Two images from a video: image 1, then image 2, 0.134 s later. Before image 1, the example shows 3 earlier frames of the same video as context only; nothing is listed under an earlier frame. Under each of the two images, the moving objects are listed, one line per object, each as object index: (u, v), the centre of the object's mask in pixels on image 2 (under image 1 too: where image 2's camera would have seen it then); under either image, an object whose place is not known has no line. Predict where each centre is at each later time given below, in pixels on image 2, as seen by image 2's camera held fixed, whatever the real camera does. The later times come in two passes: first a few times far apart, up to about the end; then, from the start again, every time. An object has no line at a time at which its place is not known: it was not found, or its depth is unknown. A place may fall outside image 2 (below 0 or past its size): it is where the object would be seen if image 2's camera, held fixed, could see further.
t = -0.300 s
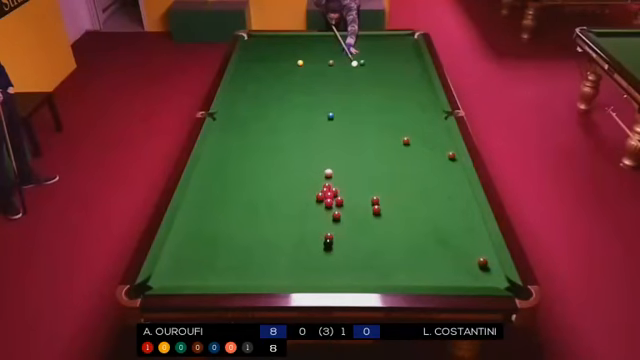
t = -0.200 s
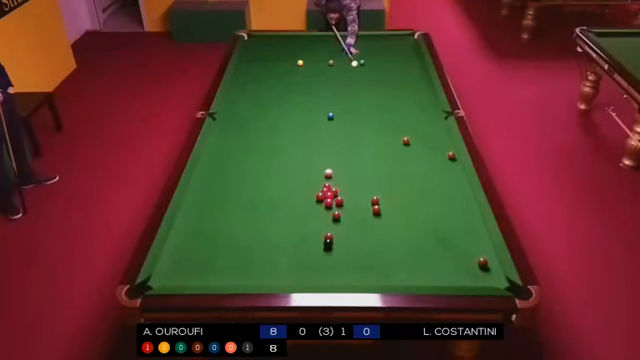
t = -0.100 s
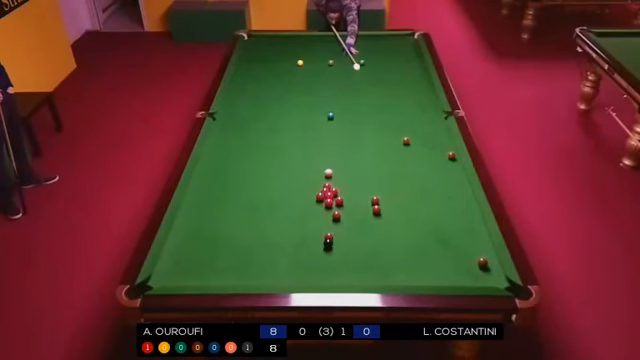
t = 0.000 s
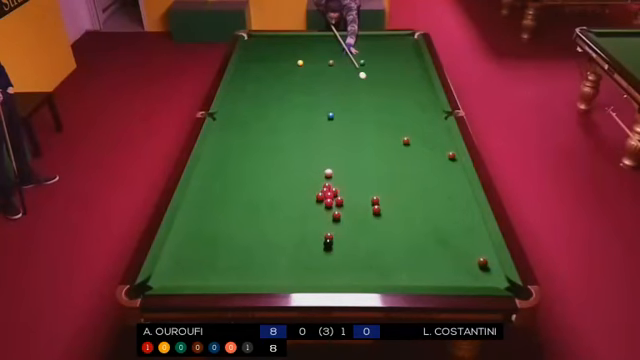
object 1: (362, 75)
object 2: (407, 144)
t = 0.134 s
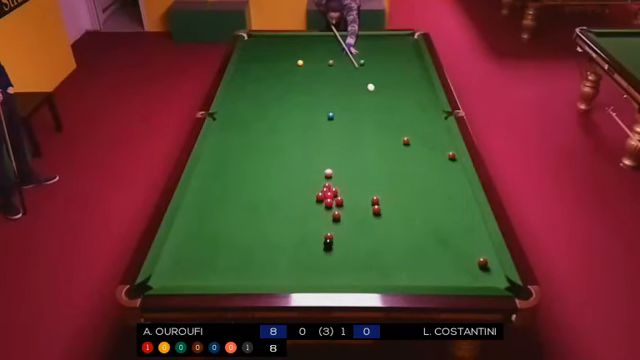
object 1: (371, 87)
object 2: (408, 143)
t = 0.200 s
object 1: (375, 93)
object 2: (406, 141)
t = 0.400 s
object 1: (390, 114)
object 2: (406, 141)
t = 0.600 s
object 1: (406, 136)
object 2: (406, 142)
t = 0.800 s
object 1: (422, 141)
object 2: (409, 165)
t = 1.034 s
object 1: (440, 148)
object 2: (411, 187)
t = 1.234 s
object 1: (452, 150)
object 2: (414, 209)
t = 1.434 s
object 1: (449, 150)
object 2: (417, 232)
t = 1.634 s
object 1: (443, 150)
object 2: (421, 258)
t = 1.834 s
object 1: (439, 149)
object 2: (423, 280)
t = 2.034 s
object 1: (435, 148)
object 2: (419, 262)
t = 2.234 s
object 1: (432, 148)
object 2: (414, 244)
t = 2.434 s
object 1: (429, 148)
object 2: (410, 229)
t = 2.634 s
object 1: (427, 147)
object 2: (407, 214)
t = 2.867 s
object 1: (425, 147)
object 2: (403, 200)
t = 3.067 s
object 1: (424, 147)
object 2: (400, 190)
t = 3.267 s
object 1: (424, 147)
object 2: (397, 180)
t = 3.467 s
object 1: (424, 147)
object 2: (395, 171)
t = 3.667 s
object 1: (424, 147)
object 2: (393, 163)
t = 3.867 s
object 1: (424, 147)
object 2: (391, 155)
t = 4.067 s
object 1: (424, 147)
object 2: (389, 148)
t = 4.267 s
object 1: (424, 147)
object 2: (387, 142)
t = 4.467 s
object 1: (424, 147)
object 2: (386, 136)
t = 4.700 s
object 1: (424, 147)
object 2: (384, 130)
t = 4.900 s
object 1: (424, 147)
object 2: (383, 126)
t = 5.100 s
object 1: (424, 147)
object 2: (382, 122)
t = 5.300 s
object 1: (424, 147)
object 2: (380, 118)
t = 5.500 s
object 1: (424, 147)
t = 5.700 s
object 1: (424, 147)
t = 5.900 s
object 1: (424, 147)
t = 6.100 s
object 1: (424, 147)
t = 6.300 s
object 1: (424, 147)
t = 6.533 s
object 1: (424, 147)
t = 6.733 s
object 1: (424, 147)
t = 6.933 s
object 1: (424, 147)
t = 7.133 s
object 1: (424, 147)
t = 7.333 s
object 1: (424, 147)
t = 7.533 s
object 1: (424, 147)
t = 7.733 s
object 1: (424, 147)
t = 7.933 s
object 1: (424, 147)
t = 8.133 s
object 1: (424, 147)
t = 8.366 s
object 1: (424, 147)
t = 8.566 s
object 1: (424, 147)
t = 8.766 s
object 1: (424, 147)
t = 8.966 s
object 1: (424, 147)
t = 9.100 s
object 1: (424, 147)
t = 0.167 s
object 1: (373, 90)
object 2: (406, 141)
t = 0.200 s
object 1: (375, 93)
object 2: (406, 141)
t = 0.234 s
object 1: (377, 96)
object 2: (406, 141)
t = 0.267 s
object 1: (380, 100)
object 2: (406, 141)
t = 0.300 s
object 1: (382, 103)
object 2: (406, 141)
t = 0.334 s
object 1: (384, 107)
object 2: (406, 141)
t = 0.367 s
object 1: (387, 110)
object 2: (406, 141)
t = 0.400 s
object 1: (390, 114)
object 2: (406, 141)
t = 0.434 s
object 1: (392, 118)
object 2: (406, 141)
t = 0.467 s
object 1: (395, 122)
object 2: (406, 141)
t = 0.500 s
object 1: (398, 126)
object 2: (406, 141)
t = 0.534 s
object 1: (400, 129)
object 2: (406, 141)
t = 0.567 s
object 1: (403, 133)
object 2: (406, 141)
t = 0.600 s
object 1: (406, 136)
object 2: (406, 142)
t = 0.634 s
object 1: (409, 136)
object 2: (407, 146)
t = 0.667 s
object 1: (411, 137)
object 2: (407, 150)
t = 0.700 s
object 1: (414, 138)
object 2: (407, 154)
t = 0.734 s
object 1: (416, 139)
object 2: (408, 158)
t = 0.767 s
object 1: (419, 140)
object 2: (408, 161)
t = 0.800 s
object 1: (422, 141)
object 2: (409, 165)
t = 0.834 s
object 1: (424, 142)
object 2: (409, 167)
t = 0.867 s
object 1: (427, 143)
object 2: (409, 171)
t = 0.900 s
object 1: (430, 144)
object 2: (410, 174)
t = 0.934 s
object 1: (433, 145)
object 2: (410, 177)
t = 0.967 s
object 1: (435, 146)
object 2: (410, 180)
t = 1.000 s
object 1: (438, 147)
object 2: (411, 184)
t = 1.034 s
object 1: (440, 148)
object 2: (411, 187)
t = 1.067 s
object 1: (443, 150)
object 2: (412, 191)
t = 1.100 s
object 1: (446, 151)
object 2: (412, 194)
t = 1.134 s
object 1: (447, 150)
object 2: (413, 198)
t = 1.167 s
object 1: (449, 150)
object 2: (413, 201)
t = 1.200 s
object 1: (450, 151)
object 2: (414, 205)
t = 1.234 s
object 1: (452, 150)
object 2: (414, 209)
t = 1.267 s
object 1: (453, 151)
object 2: (415, 212)
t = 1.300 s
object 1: (453, 151)
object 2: (415, 216)
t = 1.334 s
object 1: (452, 151)
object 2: (416, 220)
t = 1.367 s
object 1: (451, 150)
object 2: (416, 224)
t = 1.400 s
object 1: (450, 150)
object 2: (417, 228)
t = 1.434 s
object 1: (449, 150)
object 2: (417, 232)
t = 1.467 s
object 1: (448, 150)
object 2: (418, 236)
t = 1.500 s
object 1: (447, 150)
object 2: (419, 241)
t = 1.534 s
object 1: (446, 150)
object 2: (419, 245)
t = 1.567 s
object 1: (445, 150)
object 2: (420, 249)
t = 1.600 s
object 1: (444, 150)
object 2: (421, 254)
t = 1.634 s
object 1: (443, 150)
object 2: (421, 258)
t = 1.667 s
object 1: (443, 149)
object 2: (422, 263)
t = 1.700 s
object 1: (442, 149)
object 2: (422, 268)
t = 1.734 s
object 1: (441, 149)
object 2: (423, 273)
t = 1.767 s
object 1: (440, 149)
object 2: (423, 277)
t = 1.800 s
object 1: (440, 149)
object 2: (424, 280)
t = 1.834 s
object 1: (439, 149)
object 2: (423, 280)
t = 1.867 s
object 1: (438, 149)
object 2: (423, 277)
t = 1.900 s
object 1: (437, 149)
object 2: (422, 274)
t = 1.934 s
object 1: (437, 149)
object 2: (421, 271)
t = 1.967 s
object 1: (436, 149)
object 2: (420, 267)
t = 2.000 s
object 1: (436, 149)
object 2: (420, 265)
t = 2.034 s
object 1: (435, 148)
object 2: (419, 262)
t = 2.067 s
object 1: (434, 148)
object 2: (418, 259)
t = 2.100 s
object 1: (434, 148)
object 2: (417, 256)
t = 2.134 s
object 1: (433, 148)
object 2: (417, 252)
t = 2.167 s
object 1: (433, 148)
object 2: (416, 250)
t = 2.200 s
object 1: (432, 148)
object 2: (415, 247)
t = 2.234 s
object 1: (432, 148)
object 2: (414, 244)
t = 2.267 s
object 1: (431, 148)
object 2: (413, 241)
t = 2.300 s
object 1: (430, 148)
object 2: (413, 239)
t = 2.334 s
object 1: (430, 148)
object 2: (412, 236)
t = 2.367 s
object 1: (430, 148)
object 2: (411, 234)
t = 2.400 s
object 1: (429, 148)
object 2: (411, 231)
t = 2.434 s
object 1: (429, 148)
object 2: (410, 229)
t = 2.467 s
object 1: (428, 148)
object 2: (410, 226)
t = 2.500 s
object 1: (428, 148)
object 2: (409, 223)
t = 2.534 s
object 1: (428, 147)
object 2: (408, 221)
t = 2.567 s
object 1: (427, 148)
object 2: (408, 219)
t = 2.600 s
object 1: (427, 147)
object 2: (407, 217)
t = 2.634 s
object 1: (427, 147)
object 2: (407, 214)
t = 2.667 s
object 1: (426, 147)
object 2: (406, 212)
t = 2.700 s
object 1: (426, 147)
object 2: (405, 210)
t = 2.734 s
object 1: (426, 147)
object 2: (405, 208)
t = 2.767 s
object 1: (426, 148)
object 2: (404, 206)
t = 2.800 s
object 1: (425, 147)
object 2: (404, 204)
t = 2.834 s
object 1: (425, 147)
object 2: (403, 202)
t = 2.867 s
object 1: (425, 147)
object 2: (403, 200)
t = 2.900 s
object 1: (425, 147)
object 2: (402, 198)
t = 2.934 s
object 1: (424, 147)
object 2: (402, 197)
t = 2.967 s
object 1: (424, 147)
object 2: (401, 195)
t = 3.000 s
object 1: (424, 147)
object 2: (401, 193)
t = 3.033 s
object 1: (424, 147)
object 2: (400, 191)
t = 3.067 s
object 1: (424, 147)
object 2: (400, 190)
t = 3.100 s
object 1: (424, 147)
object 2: (399, 188)
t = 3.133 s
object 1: (424, 147)
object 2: (399, 186)
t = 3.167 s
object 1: (424, 147)
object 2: (398, 185)
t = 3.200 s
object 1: (424, 147)
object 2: (398, 183)
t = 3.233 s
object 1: (424, 147)
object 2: (398, 182)
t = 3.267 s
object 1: (424, 147)
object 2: (397, 180)
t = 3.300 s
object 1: (424, 147)
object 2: (397, 179)
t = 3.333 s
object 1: (424, 147)
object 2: (396, 177)
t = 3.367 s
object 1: (424, 147)
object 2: (396, 175)
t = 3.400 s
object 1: (424, 147)
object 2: (395, 174)
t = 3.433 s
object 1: (424, 147)
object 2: (395, 173)
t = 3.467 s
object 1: (424, 147)
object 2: (395, 171)
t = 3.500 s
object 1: (424, 147)
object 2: (394, 170)
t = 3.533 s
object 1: (424, 147)
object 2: (394, 168)
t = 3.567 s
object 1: (424, 147)
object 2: (394, 167)
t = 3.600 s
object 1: (424, 147)
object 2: (393, 166)
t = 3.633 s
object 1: (424, 147)
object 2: (393, 164)
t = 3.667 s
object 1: (424, 147)
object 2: (393, 163)
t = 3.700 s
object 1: (424, 147)
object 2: (392, 161)
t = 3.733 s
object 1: (424, 147)
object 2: (392, 160)
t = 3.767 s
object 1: (424, 147)
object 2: (392, 159)
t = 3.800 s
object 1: (424, 147)
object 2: (391, 158)
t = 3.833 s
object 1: (424, 147)
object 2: (391, 157)
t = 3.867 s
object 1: (424, 147)
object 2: (391, 155)
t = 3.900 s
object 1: (424, 147)
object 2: (390, 154)
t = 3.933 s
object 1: (424, 147)
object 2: (390, 153)
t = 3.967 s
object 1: (424, 147)
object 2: (390, 152)
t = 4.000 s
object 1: (424, 147)
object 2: (390, 151)
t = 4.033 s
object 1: (424, 147)
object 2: (389, 150)
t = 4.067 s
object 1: (424, 147)
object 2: (389, 148)
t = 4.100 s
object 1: (424, 147)
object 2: (389, 147)
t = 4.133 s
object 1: (424, 147)
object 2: (388, 146)
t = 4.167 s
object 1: (424, 147)
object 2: (388, 145)
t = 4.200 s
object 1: (424, 147)
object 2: (388, 144)
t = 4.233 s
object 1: (424, 147)
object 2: (388, 143)
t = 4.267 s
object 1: (424, 147)
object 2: (387, 142)
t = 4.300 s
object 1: (424, 147)
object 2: (387, 141)
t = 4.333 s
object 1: (424, 147)
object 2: (387, 140)
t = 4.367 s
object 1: (424, 147)
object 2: (387, 139)
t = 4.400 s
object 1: (424, 147)
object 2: (386, 138)
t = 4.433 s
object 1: (424, 147)
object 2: (386, 137)
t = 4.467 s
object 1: (424, 147)
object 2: (386, 136)
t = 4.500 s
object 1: (424, 147)
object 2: (386, 135)
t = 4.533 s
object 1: (424, 147)
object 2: (385, 135)
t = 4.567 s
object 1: (424, 147)
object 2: (385, 134)
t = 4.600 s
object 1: (424, 147)
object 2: (385, 133)
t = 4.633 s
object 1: (424, 147)
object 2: (385, 132)
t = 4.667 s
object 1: (424, 147)
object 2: (384, 131)
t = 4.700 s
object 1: (424, 147)
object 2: (384, 130)
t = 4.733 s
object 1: (424, 147)
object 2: (384, 129)
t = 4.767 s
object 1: (424, 147)
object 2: (384, 129)
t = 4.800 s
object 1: (424, 147)
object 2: (383, 128)
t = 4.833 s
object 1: (424, 147)
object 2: (383, 127)
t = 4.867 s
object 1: (424, 147)
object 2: (383, 126)
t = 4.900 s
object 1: (424, 147)
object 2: (383, 126)
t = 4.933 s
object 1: (424, 147)
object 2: (382, 125)
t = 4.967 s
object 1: (424, 147)
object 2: (382, 124)
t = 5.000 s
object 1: (424, 147)
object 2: (382, 124)
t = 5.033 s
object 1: (424, 147)
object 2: (382, 123)
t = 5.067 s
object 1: (424, 147)
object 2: (382, 122)
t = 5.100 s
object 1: (424, 147)
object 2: (382, 122)
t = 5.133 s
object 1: (424, 147)
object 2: (382, 121)
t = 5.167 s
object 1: (424, 147)
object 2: (381, 120)
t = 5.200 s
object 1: (424, 147)
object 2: (381, 119)
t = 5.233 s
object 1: (424, 147)
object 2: (381, 119)
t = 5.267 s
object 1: (424, 147)
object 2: (381, 118)
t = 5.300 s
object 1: (424, 147)
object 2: (380, 118)
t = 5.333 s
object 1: (424, 147)
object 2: (380, 117)
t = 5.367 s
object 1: (424, 147)
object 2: (380, 117)
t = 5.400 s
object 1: (424, 147)
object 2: (380, 116)
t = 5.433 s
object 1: (424, 147)
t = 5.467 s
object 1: (424, 147)
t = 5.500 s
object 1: (424, 147)
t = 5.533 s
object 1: (424, 147)
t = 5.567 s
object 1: (424, 147)
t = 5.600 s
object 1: (424, 147)
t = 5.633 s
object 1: (424, 147)
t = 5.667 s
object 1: (424, 147)
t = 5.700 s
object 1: (424, 147)
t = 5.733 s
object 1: (424, 147)
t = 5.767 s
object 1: (424, 147)
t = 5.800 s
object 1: (424, 147)
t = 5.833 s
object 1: (424, 147)
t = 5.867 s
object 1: (424, 147)
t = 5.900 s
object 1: (424, 147)
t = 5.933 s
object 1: (424, 147)
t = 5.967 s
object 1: (424, 147)
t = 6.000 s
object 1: (424, 147)
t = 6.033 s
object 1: (424, 147)
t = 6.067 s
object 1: (424, 147)
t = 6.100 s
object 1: (424, 147)
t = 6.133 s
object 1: (424, 147)
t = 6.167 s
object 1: (424, 147)
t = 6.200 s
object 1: (424, 147)
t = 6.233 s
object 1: (424, 147)
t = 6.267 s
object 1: (424, 147)
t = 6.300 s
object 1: (424, 147)
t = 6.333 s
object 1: (424, 147)
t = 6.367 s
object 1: (424, 147)
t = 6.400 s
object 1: (424, 147)
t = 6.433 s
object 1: (424, 147)
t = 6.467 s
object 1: (424, 147)
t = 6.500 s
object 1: (424, 147)
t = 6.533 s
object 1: (424, 147)
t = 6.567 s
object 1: (424, 147)
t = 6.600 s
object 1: (424, 147)
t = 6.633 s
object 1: (424, 147)
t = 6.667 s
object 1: (424, 147)
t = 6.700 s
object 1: (424, 147)
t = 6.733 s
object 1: (424, 147)
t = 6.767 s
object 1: (424, 147)
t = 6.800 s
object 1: (424, 147)
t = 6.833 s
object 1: (424, 147)
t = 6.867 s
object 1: (424, 147)
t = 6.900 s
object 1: (424, 147)
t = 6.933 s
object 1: (424, 147)
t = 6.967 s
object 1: (424, 147)
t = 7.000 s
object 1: (424, 147)
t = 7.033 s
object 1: (424, 147)
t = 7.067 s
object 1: (424, 147)
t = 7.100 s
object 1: (424, 147)
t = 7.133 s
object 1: (424, 147)
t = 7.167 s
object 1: (424, 147)
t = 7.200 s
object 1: (424, 147)
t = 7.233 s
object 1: (424, 147)
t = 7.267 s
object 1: (424, 147)
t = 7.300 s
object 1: (424, 147)
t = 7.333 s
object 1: (424, 147)
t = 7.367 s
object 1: (424, 147)
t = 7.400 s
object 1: (424, 147)
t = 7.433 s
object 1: (424, 147)
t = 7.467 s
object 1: (424, 147)
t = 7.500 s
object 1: (424, 147)
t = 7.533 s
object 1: (424, 147)
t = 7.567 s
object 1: (424, 147)
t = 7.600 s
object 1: (424, 147)
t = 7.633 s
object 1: (424, 147)
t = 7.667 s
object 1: (424, 147)
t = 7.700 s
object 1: (424, 147)
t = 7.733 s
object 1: (424, 147)
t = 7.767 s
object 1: (424, 147)
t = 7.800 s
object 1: (424, 147)
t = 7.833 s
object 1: (424, 147)
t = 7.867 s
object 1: (424, 147)
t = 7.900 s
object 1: (424, 147)
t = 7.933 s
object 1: (424, 147)
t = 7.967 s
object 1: (424, 147)
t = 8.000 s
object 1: (424, 147)
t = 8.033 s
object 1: (424, 147)
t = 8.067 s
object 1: (424, 147)
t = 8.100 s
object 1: (424, 147)
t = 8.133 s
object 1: (424, 147)
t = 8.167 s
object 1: (424, 147)
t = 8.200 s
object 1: (424, 147)
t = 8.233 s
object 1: (424, 147)
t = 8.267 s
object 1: (424, 147)
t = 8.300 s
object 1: (424, 147)
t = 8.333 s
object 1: (424, 147)
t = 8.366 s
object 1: (424, 147)
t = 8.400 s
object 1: (424, 147)
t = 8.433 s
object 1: (424, 147)
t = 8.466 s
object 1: (424, 147)
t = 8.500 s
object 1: (424, 147)
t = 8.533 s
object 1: (424, 147)
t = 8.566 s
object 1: (424, 147)
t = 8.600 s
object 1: (424, 147)
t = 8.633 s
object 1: (424, 147)
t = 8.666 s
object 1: (424, 147)
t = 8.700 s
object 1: (424, 147)
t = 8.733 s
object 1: (424, 147)
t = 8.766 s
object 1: (424, 147)
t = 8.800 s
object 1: (424, 147)
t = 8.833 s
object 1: (424, 147)
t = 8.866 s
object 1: (424, 147)
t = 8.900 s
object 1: (424, 147)
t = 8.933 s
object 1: (424, 147)
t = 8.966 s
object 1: (424, 147)
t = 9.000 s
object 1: (424, 147)
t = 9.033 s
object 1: (424, 147)
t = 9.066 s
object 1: (424, 147)
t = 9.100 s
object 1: (424, 147)
